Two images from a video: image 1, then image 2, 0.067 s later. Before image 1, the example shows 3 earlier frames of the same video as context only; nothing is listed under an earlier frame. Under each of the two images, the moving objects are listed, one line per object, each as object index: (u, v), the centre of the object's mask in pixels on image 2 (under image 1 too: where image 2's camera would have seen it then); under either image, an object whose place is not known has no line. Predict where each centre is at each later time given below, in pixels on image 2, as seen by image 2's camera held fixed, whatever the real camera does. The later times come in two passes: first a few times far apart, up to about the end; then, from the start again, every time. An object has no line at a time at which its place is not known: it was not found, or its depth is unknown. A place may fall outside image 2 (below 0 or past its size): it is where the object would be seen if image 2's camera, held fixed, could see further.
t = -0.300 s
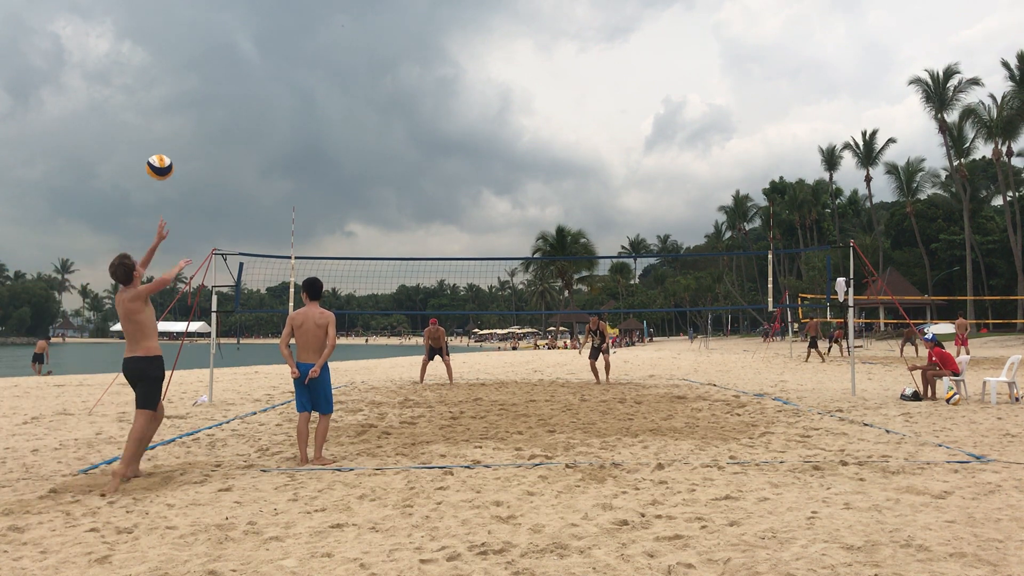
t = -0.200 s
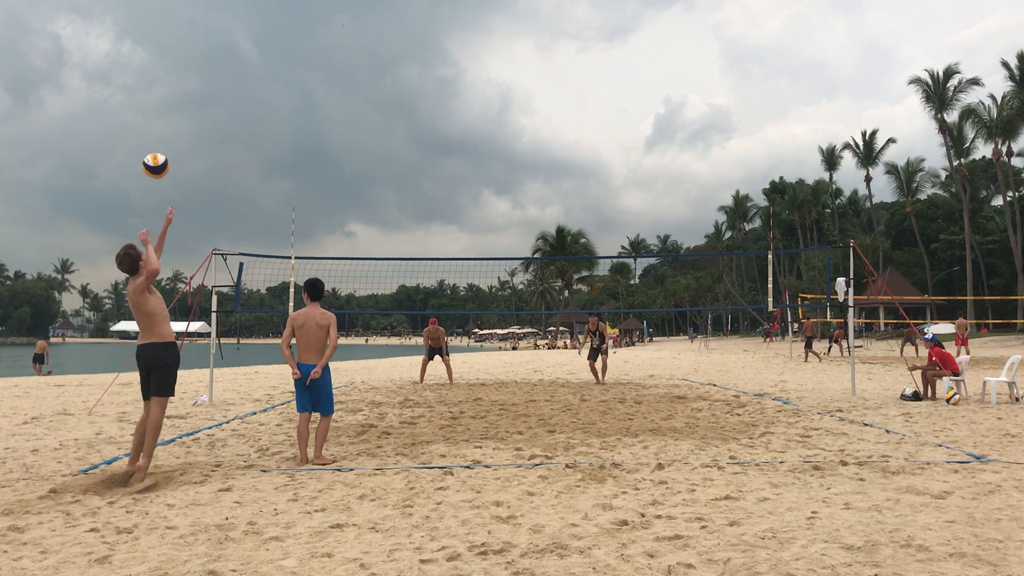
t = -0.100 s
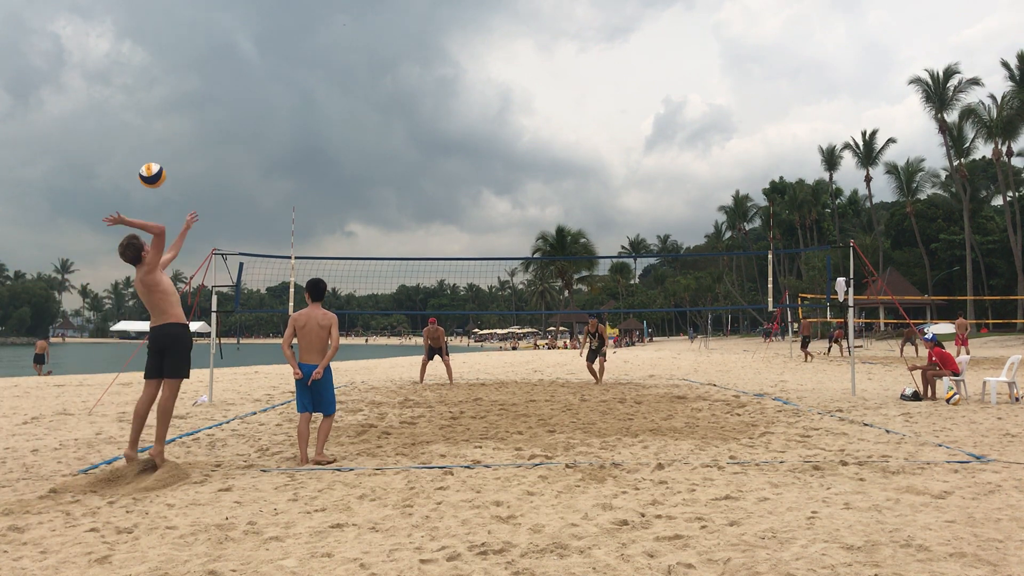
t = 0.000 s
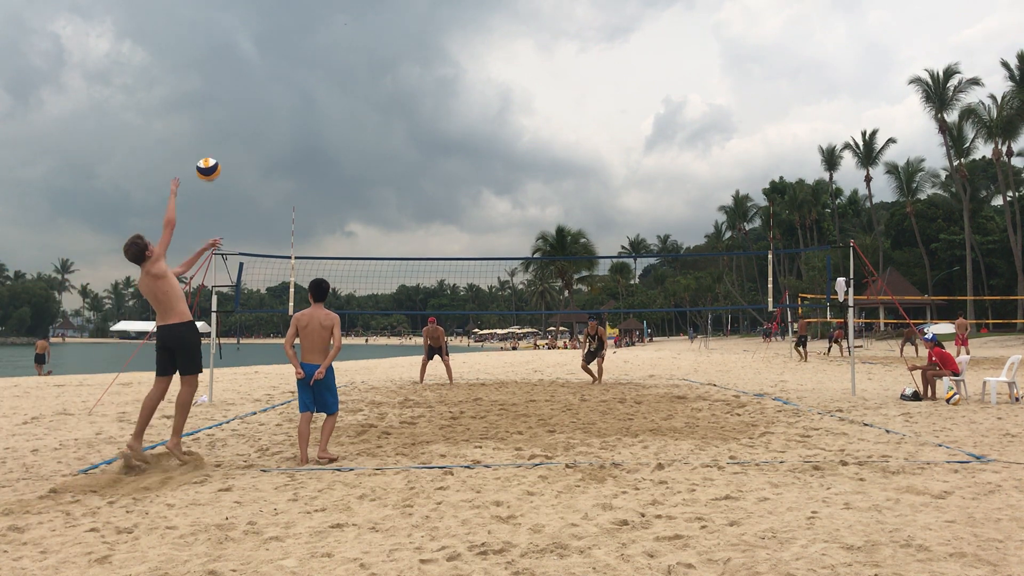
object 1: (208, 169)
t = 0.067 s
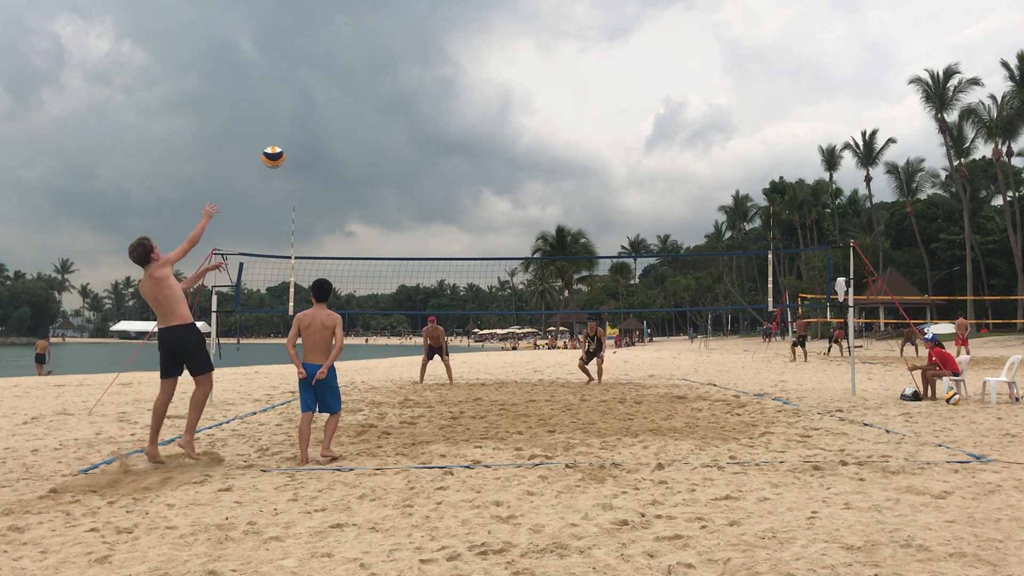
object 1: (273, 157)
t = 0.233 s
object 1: (392, 152)
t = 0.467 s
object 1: (499, 180)
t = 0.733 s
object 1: (578, 237)
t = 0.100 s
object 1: (301, 153)
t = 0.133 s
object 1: (327, 151)
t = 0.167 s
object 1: (350, 150)
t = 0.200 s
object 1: (372, 150)
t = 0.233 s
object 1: (392, 152)
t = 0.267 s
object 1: (411, 154)
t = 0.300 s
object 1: (428, 157)
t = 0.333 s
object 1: (444, 161)
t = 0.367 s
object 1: (459, 165)
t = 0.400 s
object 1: (474, 170)
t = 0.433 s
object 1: (487, 175)
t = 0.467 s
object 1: (499, 180)
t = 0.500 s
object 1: (511, 187)
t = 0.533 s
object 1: (522, 193)
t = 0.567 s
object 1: (533, 200)
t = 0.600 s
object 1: (543, 207)
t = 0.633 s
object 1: (553, 214)
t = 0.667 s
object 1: (562, 222)
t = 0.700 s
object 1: (570, 229)
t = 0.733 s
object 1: (578, 237)
